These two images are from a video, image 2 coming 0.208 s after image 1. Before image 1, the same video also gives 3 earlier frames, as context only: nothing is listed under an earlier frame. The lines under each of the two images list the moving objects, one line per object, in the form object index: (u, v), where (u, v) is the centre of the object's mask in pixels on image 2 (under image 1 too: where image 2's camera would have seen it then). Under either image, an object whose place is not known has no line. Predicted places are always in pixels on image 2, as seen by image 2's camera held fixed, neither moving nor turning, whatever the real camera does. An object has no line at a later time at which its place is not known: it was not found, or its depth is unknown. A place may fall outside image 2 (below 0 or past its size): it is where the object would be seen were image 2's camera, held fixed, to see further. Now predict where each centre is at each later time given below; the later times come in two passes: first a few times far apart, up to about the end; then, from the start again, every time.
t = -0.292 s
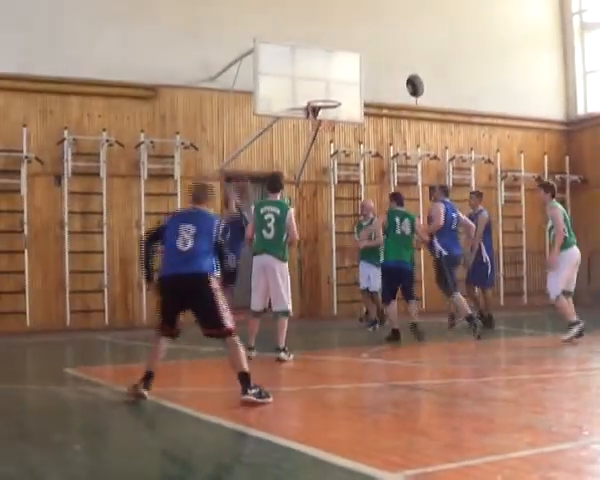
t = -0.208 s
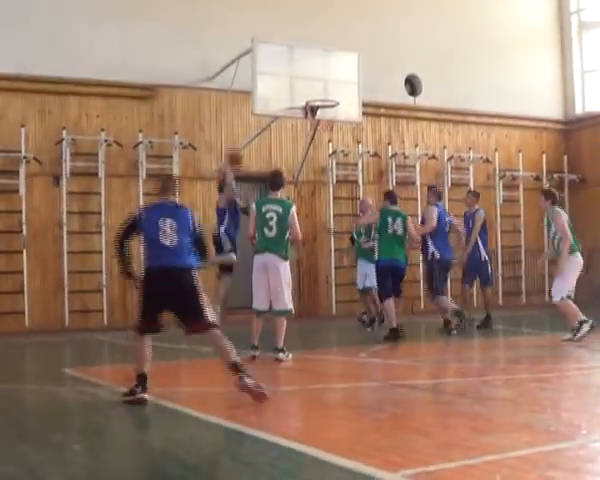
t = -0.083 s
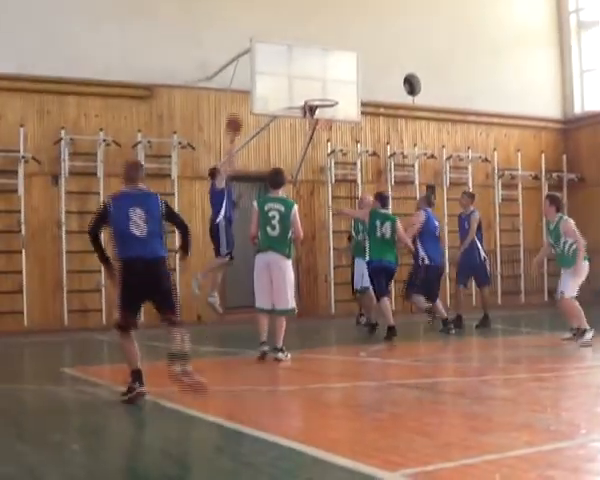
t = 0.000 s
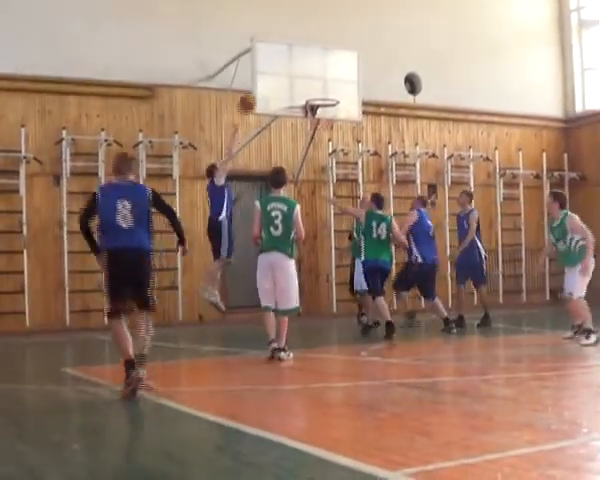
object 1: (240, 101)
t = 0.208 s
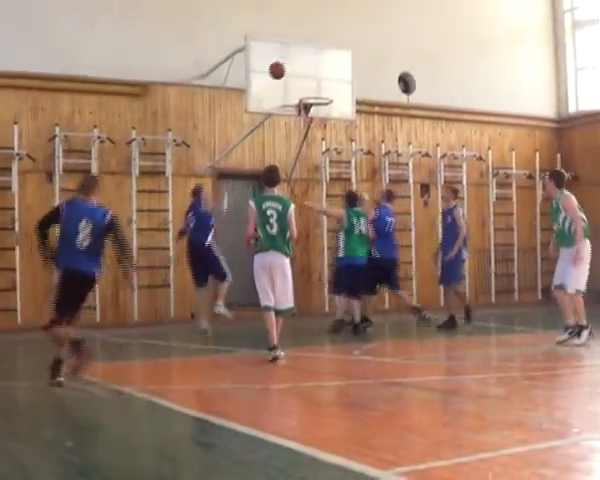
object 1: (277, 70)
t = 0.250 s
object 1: (282, 69)
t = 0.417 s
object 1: (306, 77)
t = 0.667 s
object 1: (319, 105)
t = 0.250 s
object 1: (282, 69)
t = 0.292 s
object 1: (288, 70)
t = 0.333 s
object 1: (294, 71)
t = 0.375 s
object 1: (300, 74)
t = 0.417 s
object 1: (306, 77)
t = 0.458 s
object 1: (312, 82)
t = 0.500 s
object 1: (318, 87)
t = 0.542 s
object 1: (323, 95)
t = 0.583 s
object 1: (322, 97)
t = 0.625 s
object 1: (321, 100)
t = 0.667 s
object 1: (319, 105)
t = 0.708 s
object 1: (317, 111)
